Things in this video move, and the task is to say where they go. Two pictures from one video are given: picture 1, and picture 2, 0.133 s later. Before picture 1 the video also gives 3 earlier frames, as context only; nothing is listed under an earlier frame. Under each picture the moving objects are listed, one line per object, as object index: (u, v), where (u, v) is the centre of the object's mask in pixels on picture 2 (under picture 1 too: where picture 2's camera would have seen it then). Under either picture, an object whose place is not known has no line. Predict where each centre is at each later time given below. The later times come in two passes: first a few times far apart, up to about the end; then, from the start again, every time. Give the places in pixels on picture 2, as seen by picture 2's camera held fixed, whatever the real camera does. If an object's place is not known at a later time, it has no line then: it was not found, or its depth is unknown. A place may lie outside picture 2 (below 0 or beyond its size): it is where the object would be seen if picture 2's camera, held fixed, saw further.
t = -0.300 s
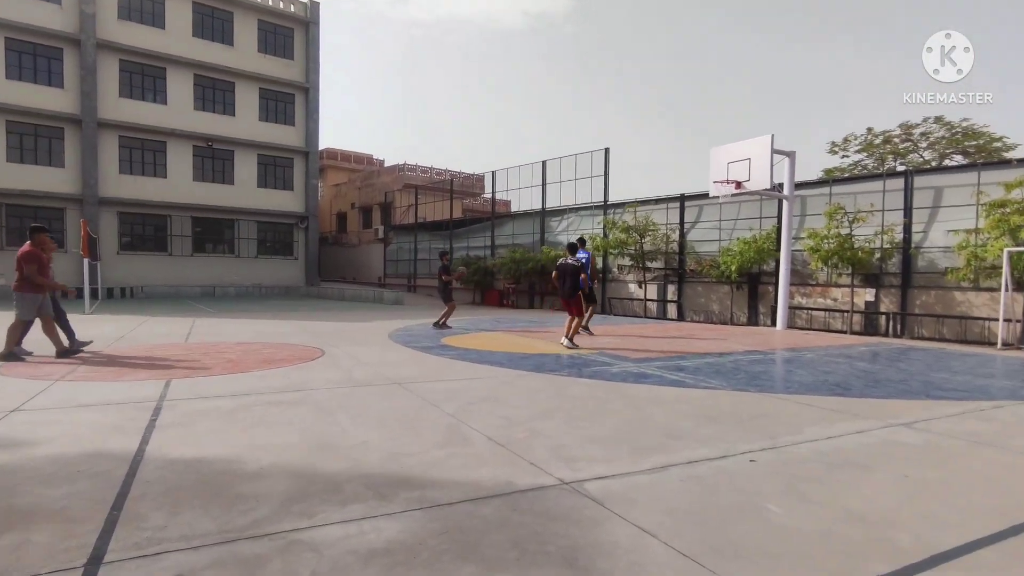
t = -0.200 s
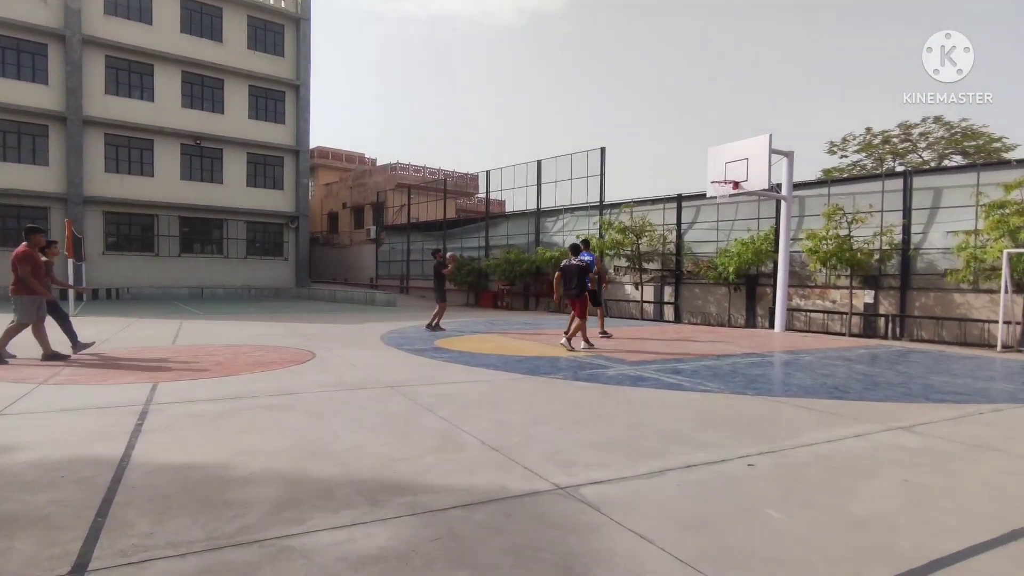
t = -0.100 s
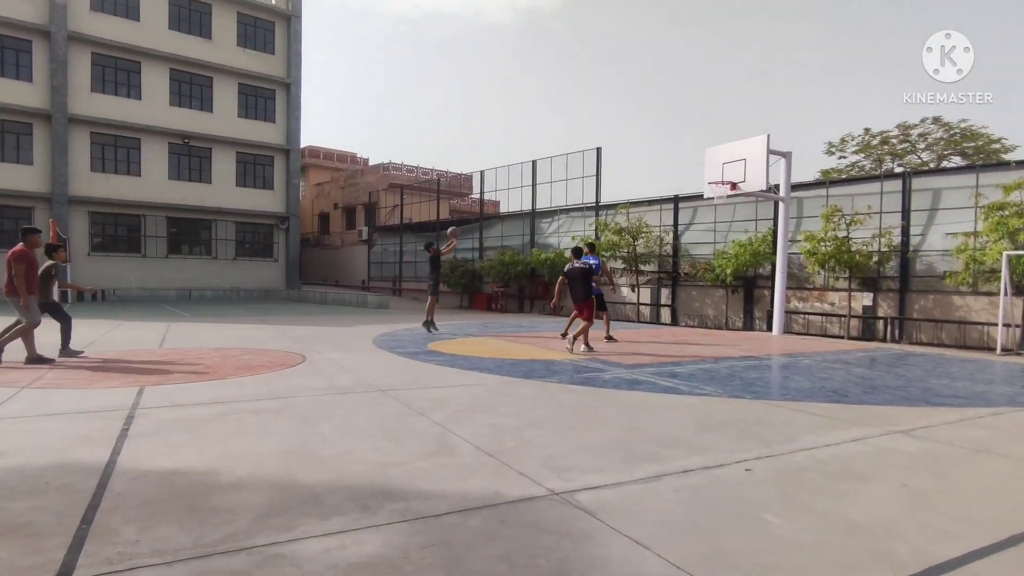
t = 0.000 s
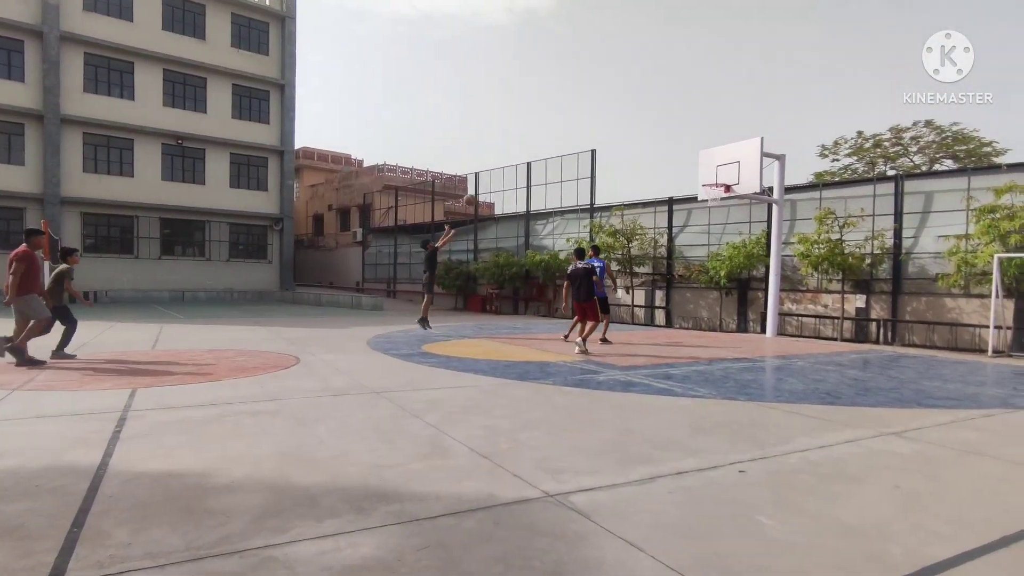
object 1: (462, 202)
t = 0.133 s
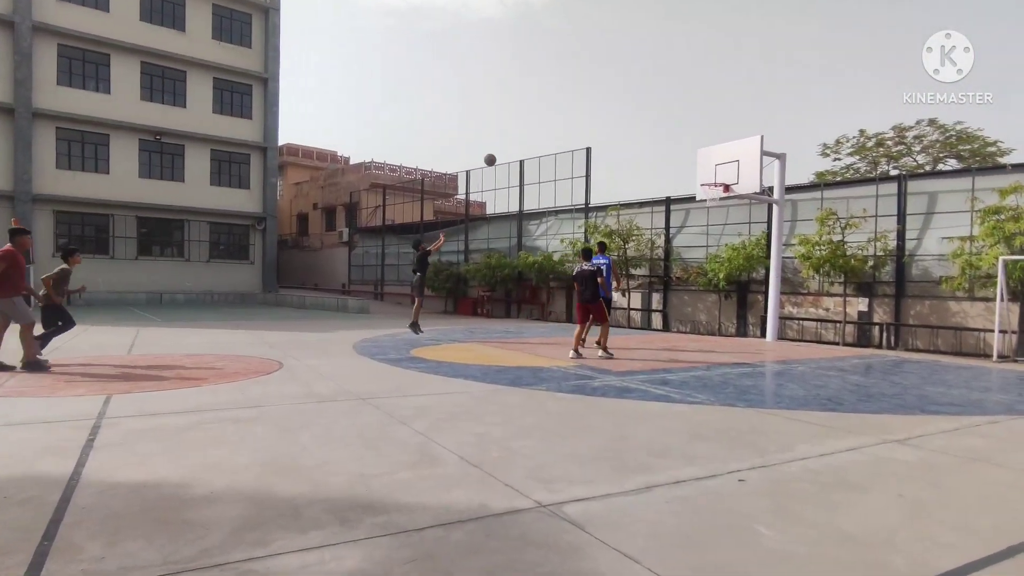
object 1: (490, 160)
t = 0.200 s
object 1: (504, 141)
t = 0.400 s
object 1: (547, 103)
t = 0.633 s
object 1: (597, 88)
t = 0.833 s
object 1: (640, 93)
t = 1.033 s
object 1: (682, 122)
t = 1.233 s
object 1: (724, 171)
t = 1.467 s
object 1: (702, 146)
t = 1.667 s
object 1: (679, 137)
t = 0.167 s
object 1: (497, 151)
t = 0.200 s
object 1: (504, 141)
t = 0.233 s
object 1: (512, 134)
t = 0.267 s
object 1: (519, 127)
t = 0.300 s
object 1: (526, 121)
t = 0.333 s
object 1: (533, 115)
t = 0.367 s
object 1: (540, 108)
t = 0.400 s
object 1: (547, 103)
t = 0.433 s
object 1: (555, 99)
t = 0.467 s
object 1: (562, 96)
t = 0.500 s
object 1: (569, 93)
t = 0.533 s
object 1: (576, 91)
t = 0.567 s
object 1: (583, 89)
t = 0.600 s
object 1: (590, 88)
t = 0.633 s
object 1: (597, 88)
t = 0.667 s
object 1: (604, 87)
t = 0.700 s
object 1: (612, 86)
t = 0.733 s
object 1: (619, 87)
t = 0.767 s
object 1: (626, 89)
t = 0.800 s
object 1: (633, 91)
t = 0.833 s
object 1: (640, 93)
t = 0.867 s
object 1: (647, 97)
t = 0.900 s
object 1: (654, 101)
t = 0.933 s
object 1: (661, 105)
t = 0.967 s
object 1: (668, 110)
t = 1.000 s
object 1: (676, 116)
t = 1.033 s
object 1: (682, 122)
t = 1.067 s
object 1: (689, 129)
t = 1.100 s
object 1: (696, 136)
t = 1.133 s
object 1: (703, 144)
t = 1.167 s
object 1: (710, 152)
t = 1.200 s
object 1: (717, 161)
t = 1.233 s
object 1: (724, 171)
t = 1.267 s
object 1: (722, 176)
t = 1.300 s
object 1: (719, 170)
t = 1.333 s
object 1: (715, 165)
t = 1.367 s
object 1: (712, 160)
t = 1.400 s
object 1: (708, 155)
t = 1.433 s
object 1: (705, 151)
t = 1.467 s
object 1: (702, 146)
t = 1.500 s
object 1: (698, 144)
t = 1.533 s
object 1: (694, 141)
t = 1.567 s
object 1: (691, 139)
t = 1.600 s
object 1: (687, 137)
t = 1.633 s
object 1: (683, 137)
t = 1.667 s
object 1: (679, 137)
